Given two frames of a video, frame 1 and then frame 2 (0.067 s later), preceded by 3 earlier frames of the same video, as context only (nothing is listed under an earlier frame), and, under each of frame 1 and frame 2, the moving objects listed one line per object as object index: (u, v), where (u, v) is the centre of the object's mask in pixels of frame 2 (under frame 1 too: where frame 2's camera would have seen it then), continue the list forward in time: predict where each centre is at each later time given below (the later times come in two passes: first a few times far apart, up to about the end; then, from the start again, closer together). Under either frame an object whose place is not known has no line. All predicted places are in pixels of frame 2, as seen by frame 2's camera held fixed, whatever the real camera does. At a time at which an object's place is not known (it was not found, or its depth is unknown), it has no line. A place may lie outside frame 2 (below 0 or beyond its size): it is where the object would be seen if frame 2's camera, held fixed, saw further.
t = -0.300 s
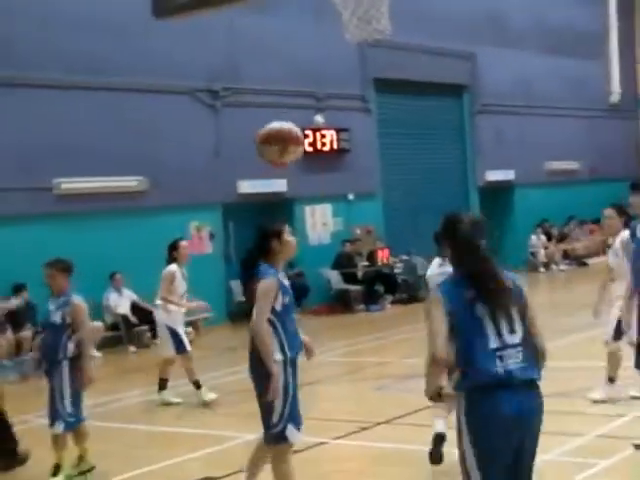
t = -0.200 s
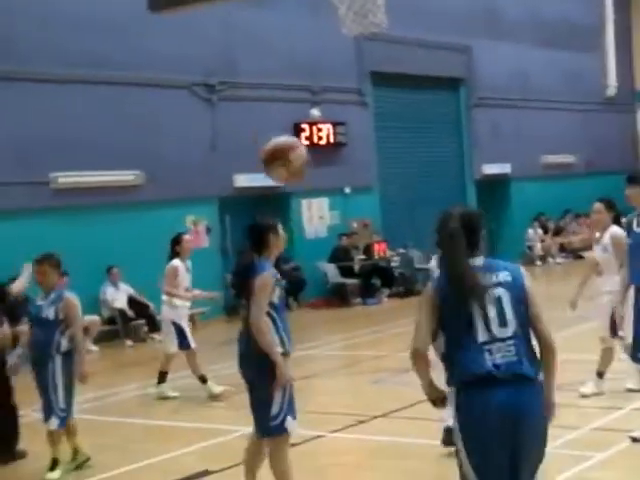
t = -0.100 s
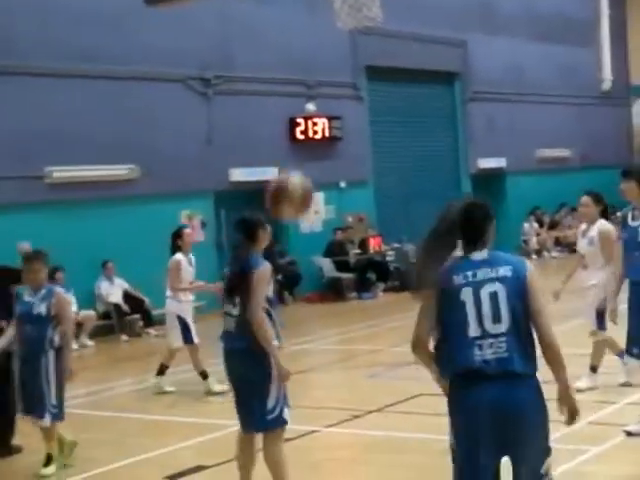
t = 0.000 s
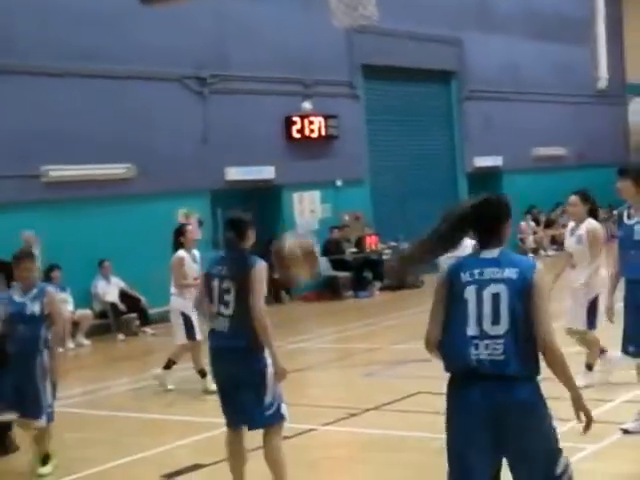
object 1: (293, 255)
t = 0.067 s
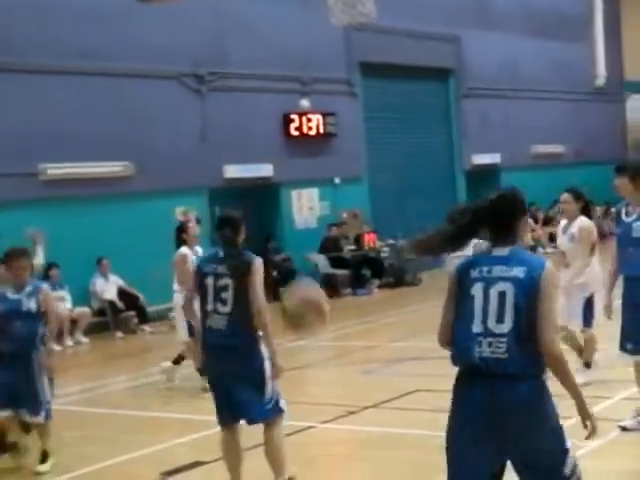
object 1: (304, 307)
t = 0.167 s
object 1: (319, 404)
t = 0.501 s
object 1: (314, 386)
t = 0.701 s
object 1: (299, 305)
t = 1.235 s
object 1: (294, 489)
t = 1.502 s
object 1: (282, 447)
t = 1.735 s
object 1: (272, 402)
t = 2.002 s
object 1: (266, 490)
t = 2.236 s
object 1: (260, 501)
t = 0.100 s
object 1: (308, 333)
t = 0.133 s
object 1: (313, 370)
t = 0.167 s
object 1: (319, 404)
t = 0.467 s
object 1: (318, 407)
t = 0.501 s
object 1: (314, 386)
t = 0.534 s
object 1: (311, 365)
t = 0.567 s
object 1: (309, 349)
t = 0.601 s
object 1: (305, 334)
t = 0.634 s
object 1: (304, 322)
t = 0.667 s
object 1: (301, 312)
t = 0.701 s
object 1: (299, 305)
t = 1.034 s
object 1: (293, 351)
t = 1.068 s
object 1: (293, 369)
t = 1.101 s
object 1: (291, 389)
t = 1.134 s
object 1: (290, 410)
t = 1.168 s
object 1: (292, 435)
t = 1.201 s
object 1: (293, 461)
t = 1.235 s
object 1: (294, 489)
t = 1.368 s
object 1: (290, 514)
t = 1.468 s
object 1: (282, 460)
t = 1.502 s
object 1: (282, 447)
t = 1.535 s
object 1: (280, 434)
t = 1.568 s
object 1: (278, 423)
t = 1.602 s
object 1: (276, 413)
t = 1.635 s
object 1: (275, 408)
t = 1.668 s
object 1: (274, 404)
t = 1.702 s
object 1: (272, 402)
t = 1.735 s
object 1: (272, 402)
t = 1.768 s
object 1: (270, 405)
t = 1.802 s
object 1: (269, 411)
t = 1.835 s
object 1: (268, 417)
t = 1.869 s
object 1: (266, 427)
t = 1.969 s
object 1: (266, 471)
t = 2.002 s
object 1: (266, 490)
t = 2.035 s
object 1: (267, 510)
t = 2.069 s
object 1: (266, 527)
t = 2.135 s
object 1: (267, 535)
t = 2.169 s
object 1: (267, 525)
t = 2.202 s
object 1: (262, 515)
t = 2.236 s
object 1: (260, 501)
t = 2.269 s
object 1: (256, 490)
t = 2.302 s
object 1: (254, 480)
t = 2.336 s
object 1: (254, 471)
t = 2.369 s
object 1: (254, 466)
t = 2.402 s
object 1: (253, 464)
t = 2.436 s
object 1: (250, 464)
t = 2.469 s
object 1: (246, 465)
